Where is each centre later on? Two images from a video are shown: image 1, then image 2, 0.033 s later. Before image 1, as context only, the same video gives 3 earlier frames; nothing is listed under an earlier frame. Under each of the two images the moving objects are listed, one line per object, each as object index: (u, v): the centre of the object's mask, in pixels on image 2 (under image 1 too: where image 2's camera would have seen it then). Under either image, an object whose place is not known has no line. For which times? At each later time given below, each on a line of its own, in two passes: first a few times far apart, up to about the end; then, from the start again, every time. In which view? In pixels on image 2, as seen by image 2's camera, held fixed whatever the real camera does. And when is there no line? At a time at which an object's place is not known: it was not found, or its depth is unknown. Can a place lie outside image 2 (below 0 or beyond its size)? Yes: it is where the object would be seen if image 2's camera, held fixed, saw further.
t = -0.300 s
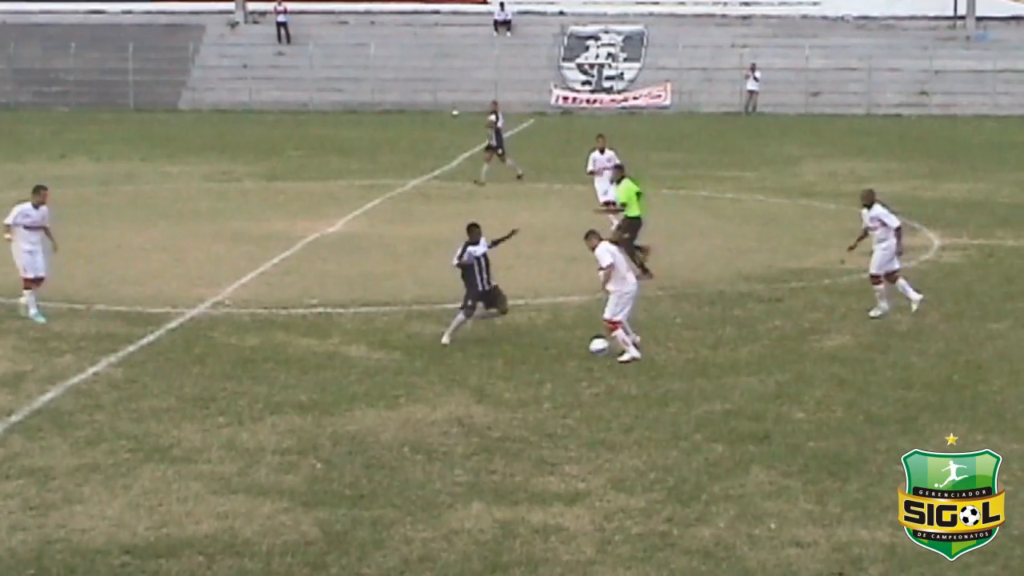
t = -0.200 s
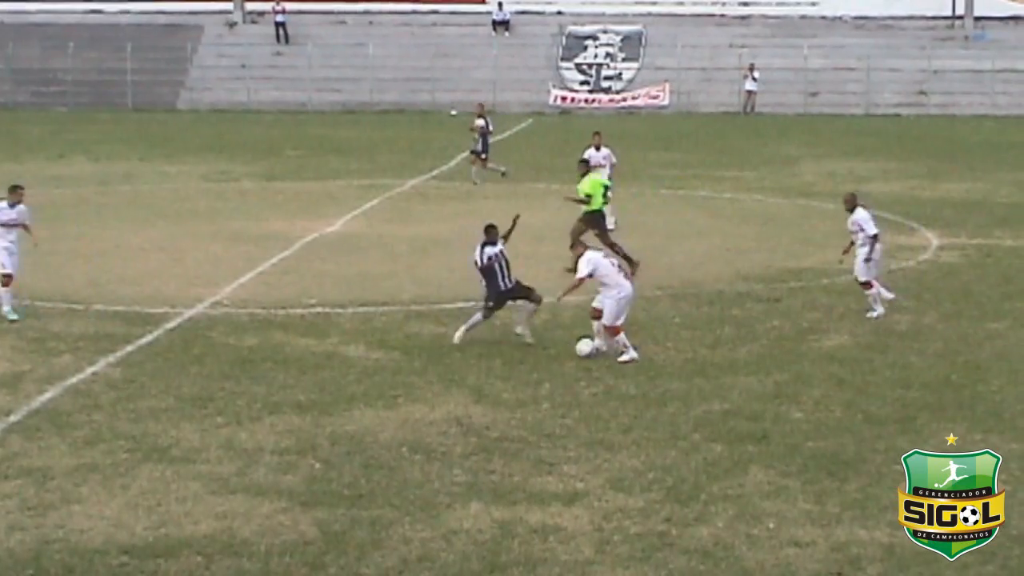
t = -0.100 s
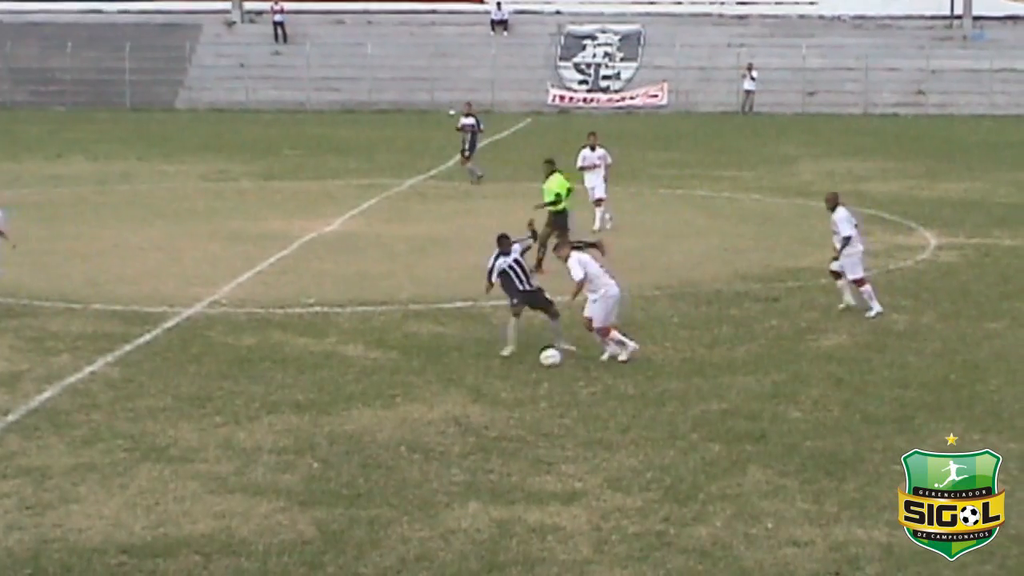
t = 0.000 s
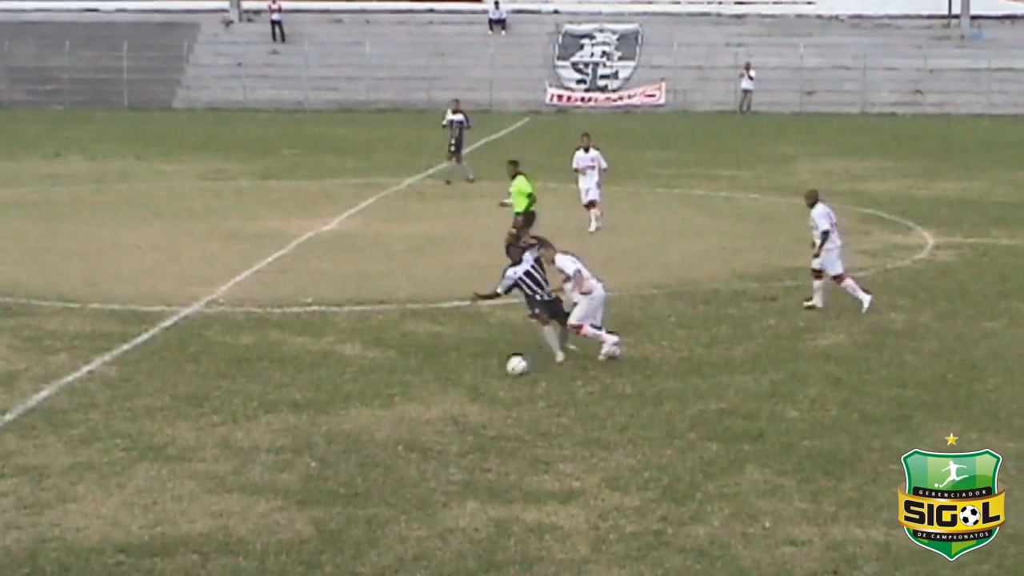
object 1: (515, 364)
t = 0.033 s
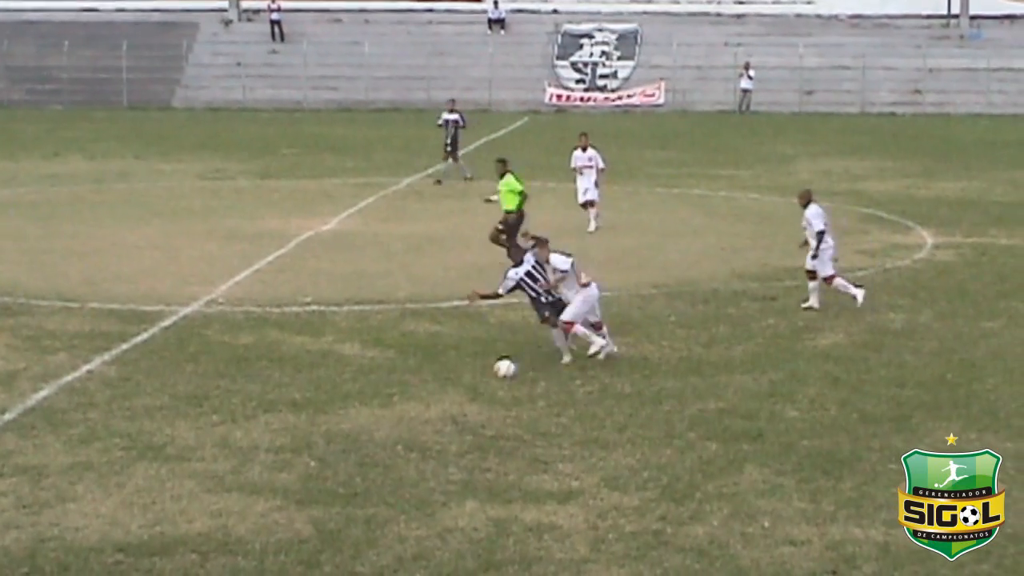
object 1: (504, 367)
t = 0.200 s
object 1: (456, 381)
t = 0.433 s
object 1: (393, 400)
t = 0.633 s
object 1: (346, 417)
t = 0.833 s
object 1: (304, 433)
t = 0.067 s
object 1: (494, 370)
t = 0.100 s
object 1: (484, 372)
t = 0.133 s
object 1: (475, 374)
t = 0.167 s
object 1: (466, 376)
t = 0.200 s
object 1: (456, 381)
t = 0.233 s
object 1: (446, 385)
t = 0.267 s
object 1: (438, 387)
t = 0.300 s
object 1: (428, 389)
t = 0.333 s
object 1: (419, 392)
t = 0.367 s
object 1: (410, 396)
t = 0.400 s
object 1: (401, 398)
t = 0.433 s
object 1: (393, 400)
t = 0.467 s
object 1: (385, 403)
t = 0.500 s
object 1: (377, 405)
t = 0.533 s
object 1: (369, 408)
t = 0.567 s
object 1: (360, 411)
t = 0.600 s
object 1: (352, 414)
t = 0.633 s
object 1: (346, 417)
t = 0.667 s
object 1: (339, 418)
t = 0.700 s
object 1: (332, 421)
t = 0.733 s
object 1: (323, 423)
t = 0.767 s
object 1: (317, 425)
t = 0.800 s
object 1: (311, 430)
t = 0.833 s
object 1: (304, 433)
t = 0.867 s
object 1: (297, 435)
